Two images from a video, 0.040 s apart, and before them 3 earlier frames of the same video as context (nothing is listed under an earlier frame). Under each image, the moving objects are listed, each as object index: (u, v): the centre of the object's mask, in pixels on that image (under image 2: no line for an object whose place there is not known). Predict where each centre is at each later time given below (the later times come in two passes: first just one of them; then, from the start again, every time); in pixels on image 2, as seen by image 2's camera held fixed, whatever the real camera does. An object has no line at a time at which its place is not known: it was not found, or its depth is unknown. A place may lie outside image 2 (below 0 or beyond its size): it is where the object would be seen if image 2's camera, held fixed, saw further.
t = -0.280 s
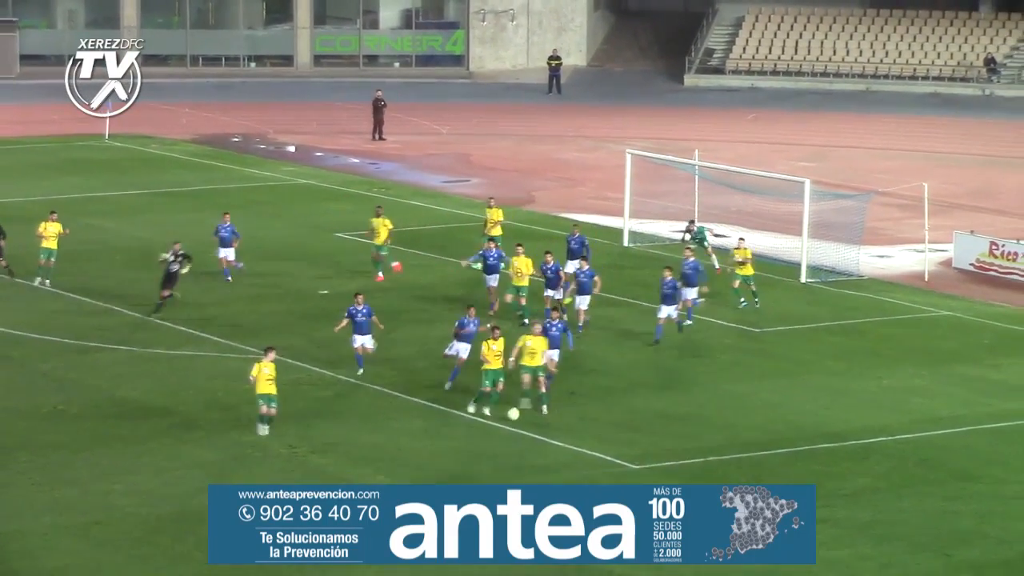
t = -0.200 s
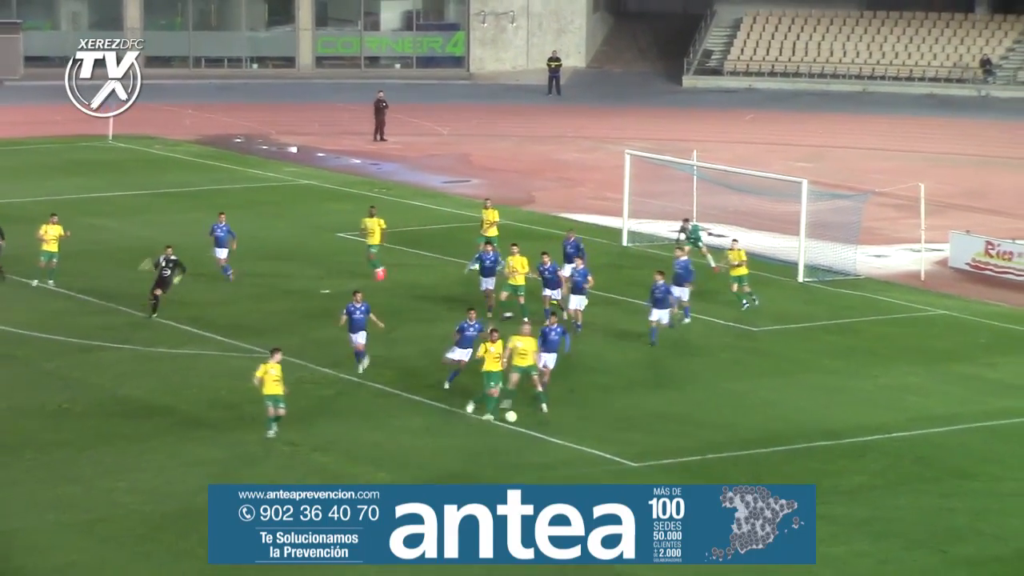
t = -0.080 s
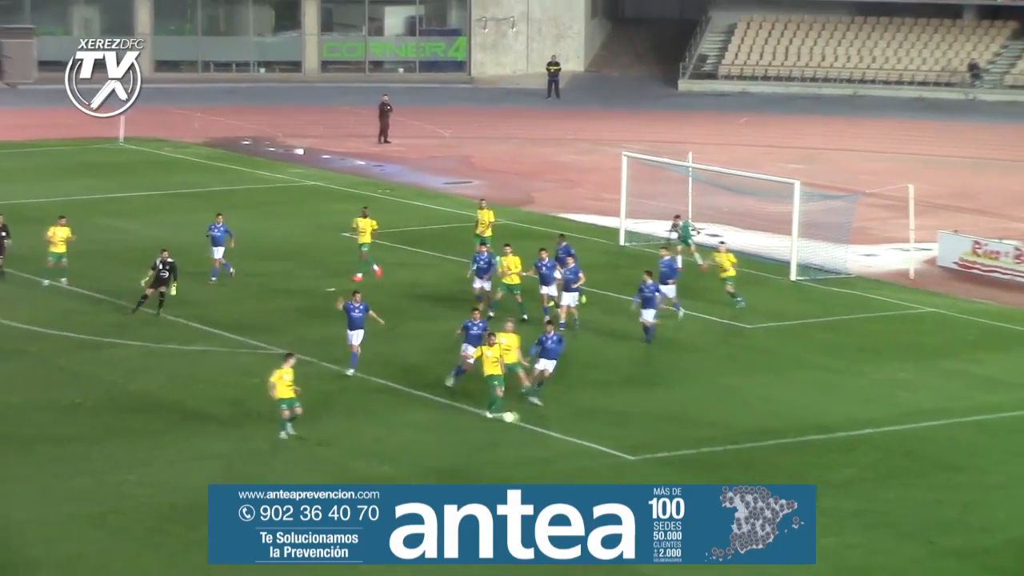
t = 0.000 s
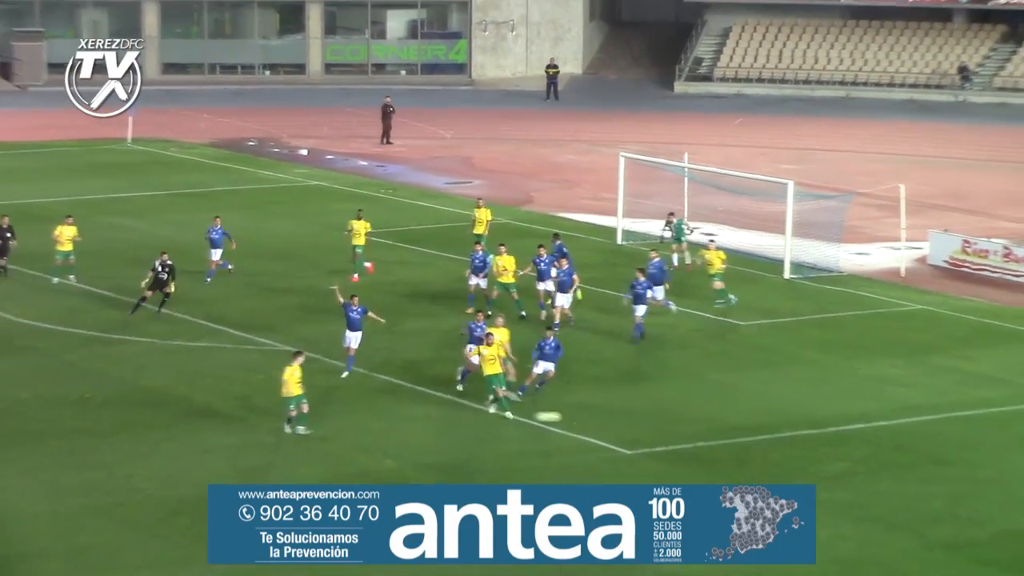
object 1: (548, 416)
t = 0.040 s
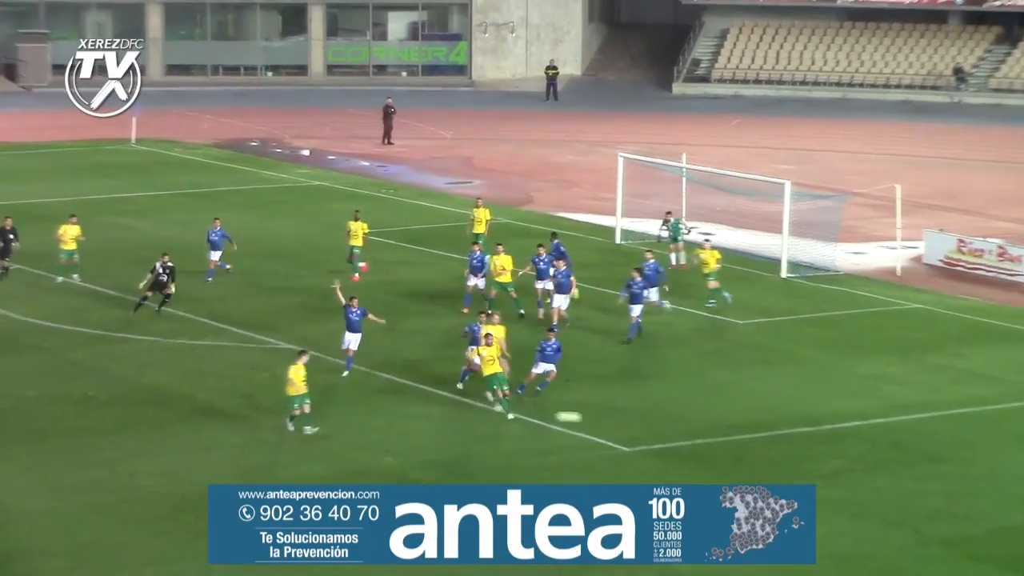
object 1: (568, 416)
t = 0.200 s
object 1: (647, 427)
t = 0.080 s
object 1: (589, 420)
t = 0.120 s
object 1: (609, 423)
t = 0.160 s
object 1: (628, 424)
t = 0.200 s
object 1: (647, 427)
